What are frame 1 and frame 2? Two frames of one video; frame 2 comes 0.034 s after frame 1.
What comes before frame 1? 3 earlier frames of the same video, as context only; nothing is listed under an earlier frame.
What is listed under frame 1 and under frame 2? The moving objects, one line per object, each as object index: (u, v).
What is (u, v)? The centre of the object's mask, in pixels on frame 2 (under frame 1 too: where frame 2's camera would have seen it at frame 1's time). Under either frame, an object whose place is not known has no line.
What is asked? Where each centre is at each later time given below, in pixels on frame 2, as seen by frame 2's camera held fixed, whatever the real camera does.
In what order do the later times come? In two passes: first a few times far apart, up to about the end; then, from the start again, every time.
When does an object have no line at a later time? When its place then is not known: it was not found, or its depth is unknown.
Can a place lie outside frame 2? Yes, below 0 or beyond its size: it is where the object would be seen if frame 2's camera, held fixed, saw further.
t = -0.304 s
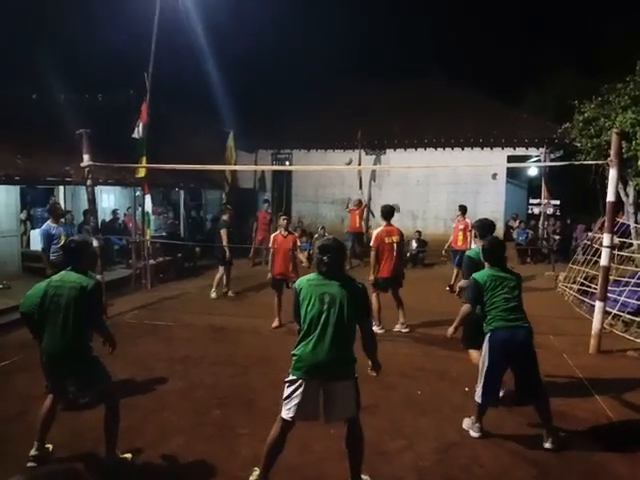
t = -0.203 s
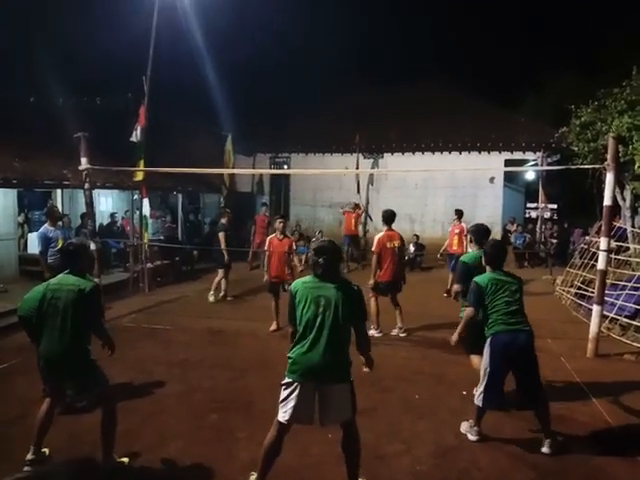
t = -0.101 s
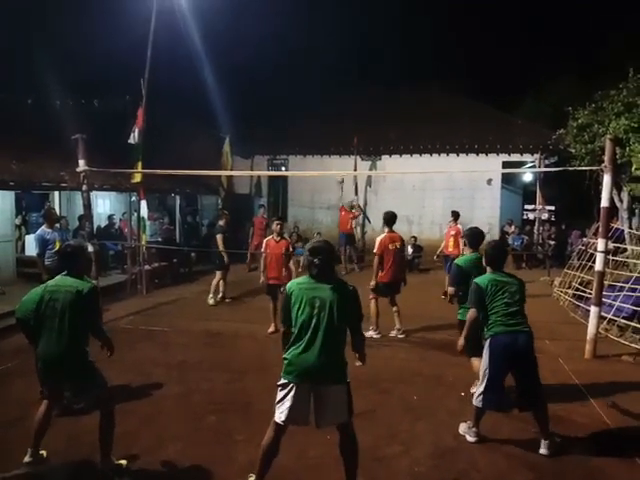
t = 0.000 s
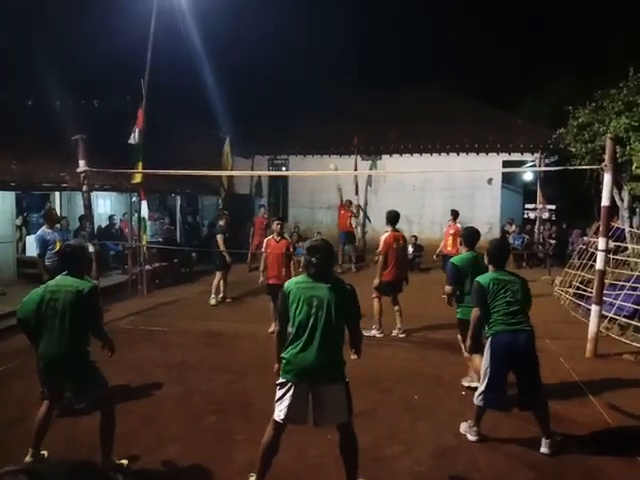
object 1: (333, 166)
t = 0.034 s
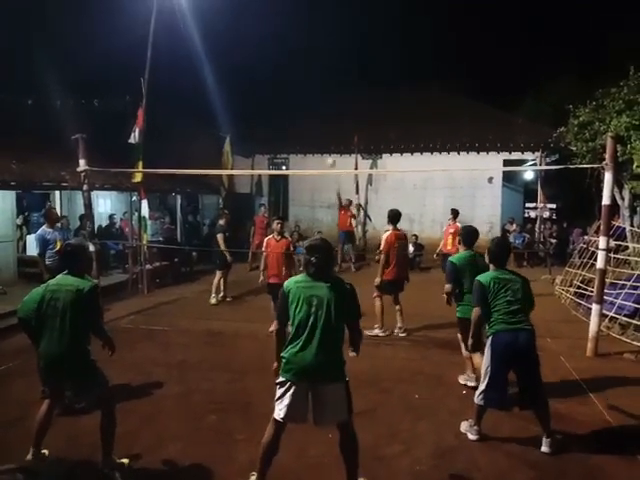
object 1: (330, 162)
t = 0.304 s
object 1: (302, 136)
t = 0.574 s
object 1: (257, 143)
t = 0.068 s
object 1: (327, 157)
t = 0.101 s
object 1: (324, 153)
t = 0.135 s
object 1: (320, 149)
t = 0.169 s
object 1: (317, 146)
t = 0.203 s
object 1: (314, 143)
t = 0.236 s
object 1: (309, 140)
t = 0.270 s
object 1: (306, 138)
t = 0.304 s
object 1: (302, 136)
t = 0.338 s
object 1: (297, 135)
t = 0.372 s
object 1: (293, 134)
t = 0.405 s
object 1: (287, 134)
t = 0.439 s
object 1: (282, 134)
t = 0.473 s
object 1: (277, 135)
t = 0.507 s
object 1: (271, 137)
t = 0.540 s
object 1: (265, 139)
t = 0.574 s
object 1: (257, 143)
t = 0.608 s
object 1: (250, 147)
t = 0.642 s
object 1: (243, 153)
